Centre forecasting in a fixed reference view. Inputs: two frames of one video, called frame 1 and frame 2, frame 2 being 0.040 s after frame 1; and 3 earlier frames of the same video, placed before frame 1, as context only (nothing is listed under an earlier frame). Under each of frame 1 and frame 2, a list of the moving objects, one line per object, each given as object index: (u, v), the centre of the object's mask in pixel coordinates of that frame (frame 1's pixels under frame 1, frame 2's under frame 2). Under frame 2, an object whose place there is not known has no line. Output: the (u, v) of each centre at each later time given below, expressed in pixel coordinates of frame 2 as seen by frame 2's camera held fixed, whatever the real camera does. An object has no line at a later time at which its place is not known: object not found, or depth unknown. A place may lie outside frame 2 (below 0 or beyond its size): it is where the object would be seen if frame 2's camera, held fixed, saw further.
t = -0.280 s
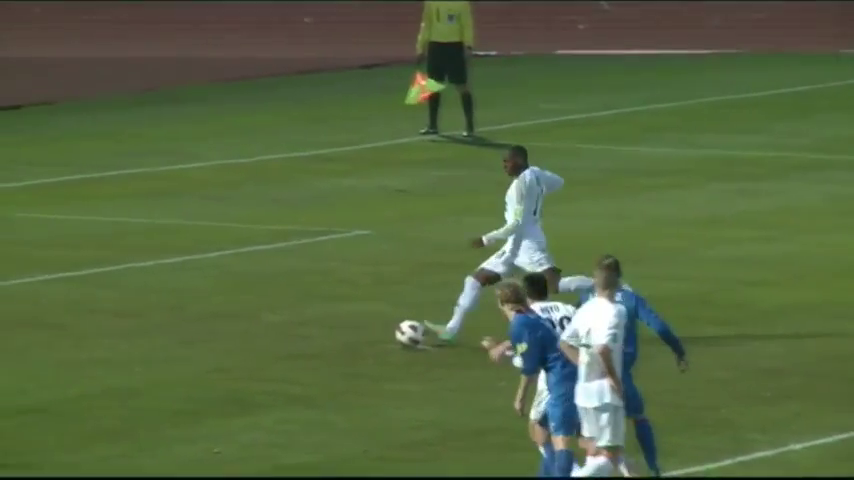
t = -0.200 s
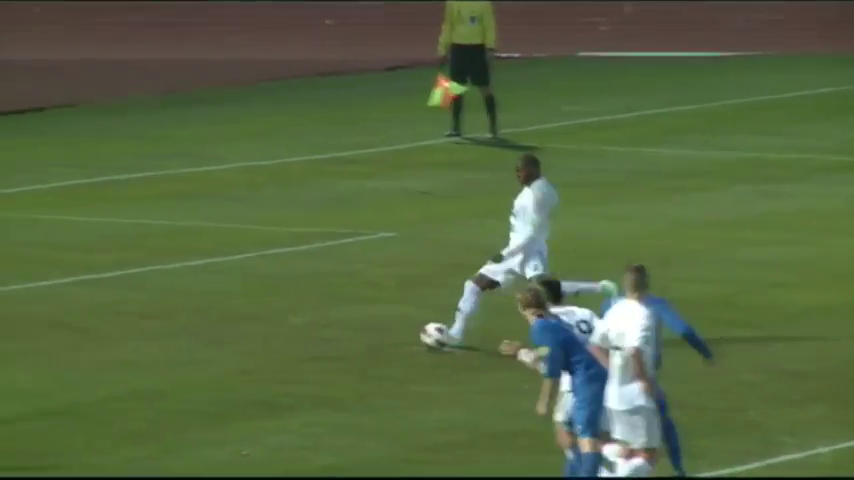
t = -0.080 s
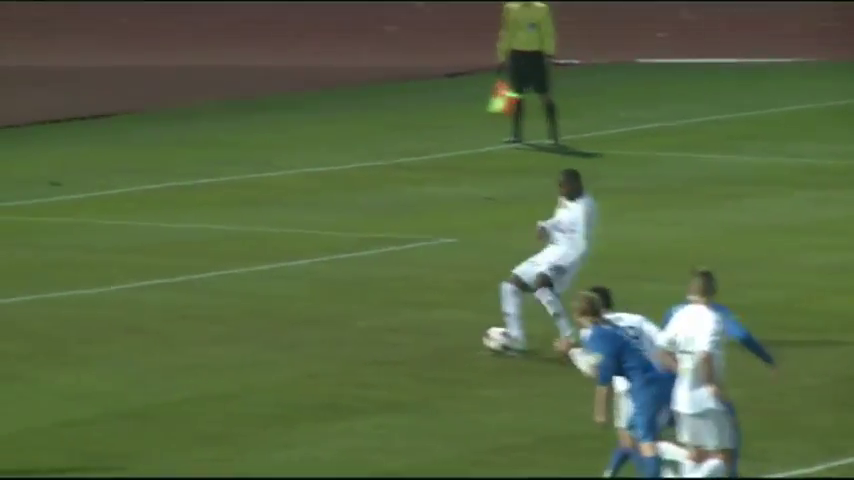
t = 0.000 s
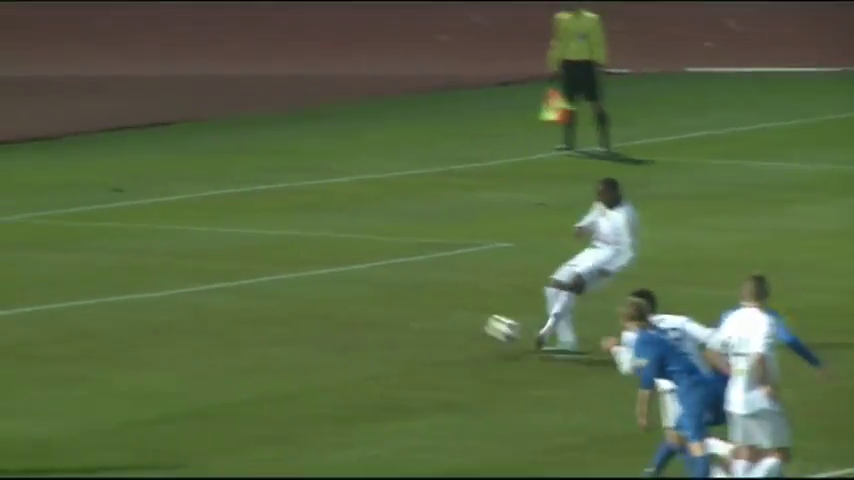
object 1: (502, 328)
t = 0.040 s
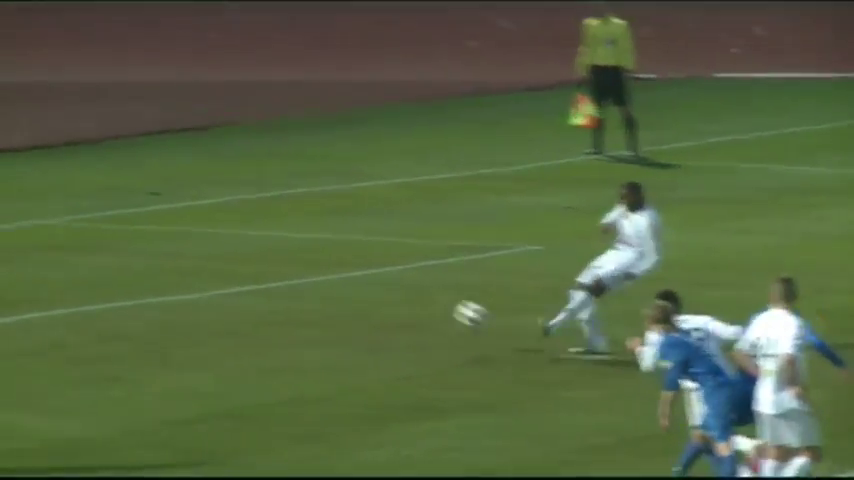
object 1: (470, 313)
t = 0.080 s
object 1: (408, 298)
